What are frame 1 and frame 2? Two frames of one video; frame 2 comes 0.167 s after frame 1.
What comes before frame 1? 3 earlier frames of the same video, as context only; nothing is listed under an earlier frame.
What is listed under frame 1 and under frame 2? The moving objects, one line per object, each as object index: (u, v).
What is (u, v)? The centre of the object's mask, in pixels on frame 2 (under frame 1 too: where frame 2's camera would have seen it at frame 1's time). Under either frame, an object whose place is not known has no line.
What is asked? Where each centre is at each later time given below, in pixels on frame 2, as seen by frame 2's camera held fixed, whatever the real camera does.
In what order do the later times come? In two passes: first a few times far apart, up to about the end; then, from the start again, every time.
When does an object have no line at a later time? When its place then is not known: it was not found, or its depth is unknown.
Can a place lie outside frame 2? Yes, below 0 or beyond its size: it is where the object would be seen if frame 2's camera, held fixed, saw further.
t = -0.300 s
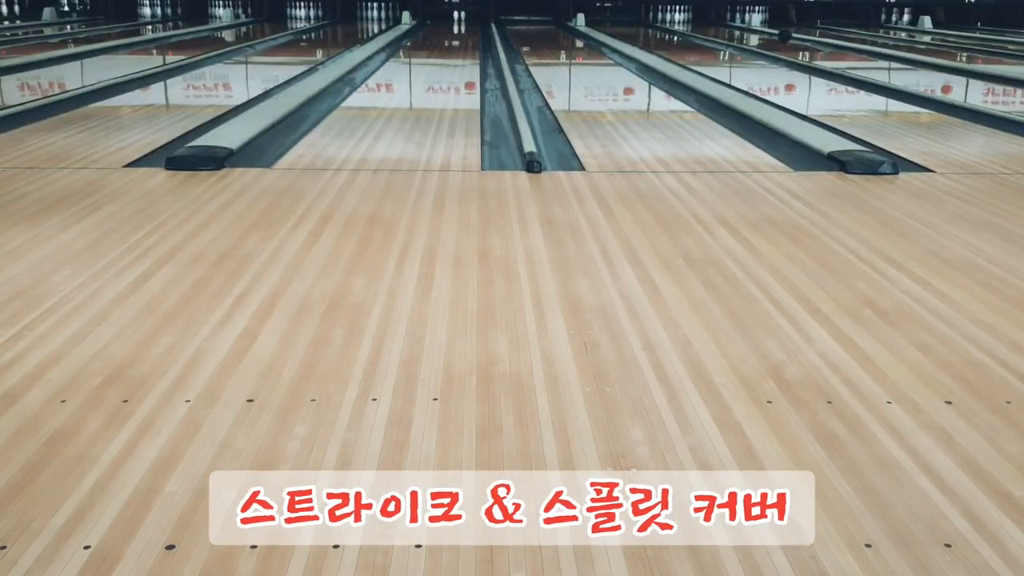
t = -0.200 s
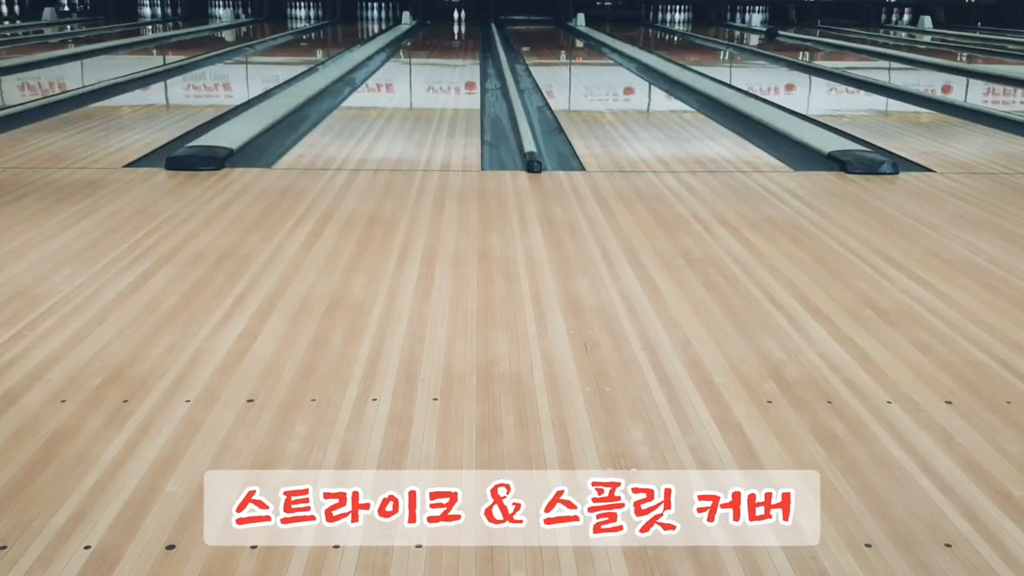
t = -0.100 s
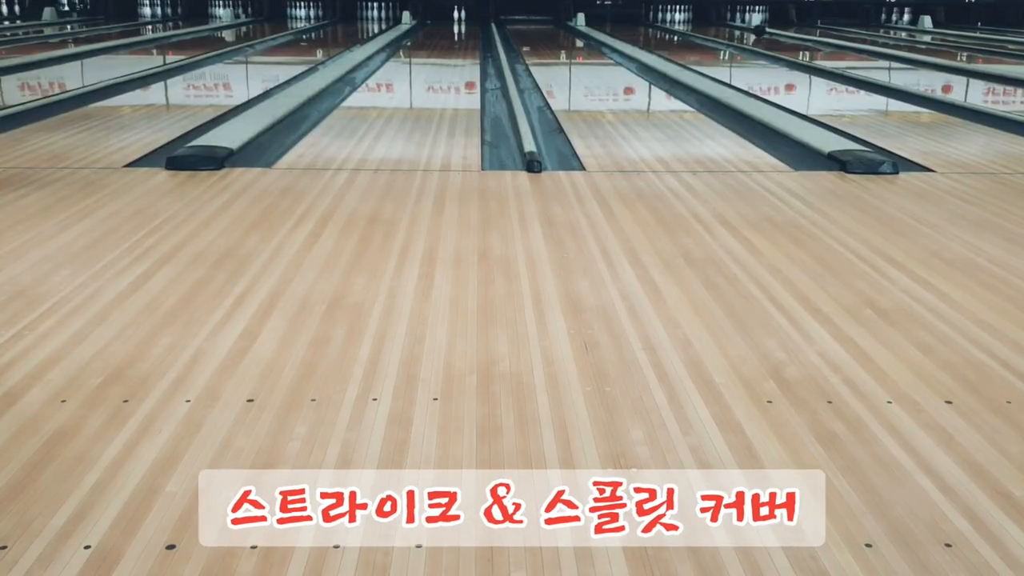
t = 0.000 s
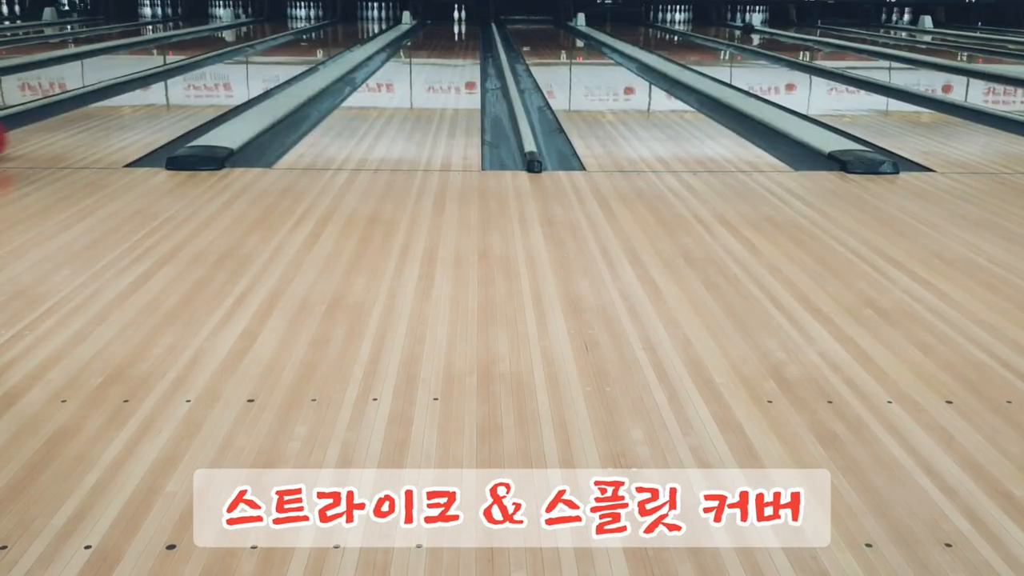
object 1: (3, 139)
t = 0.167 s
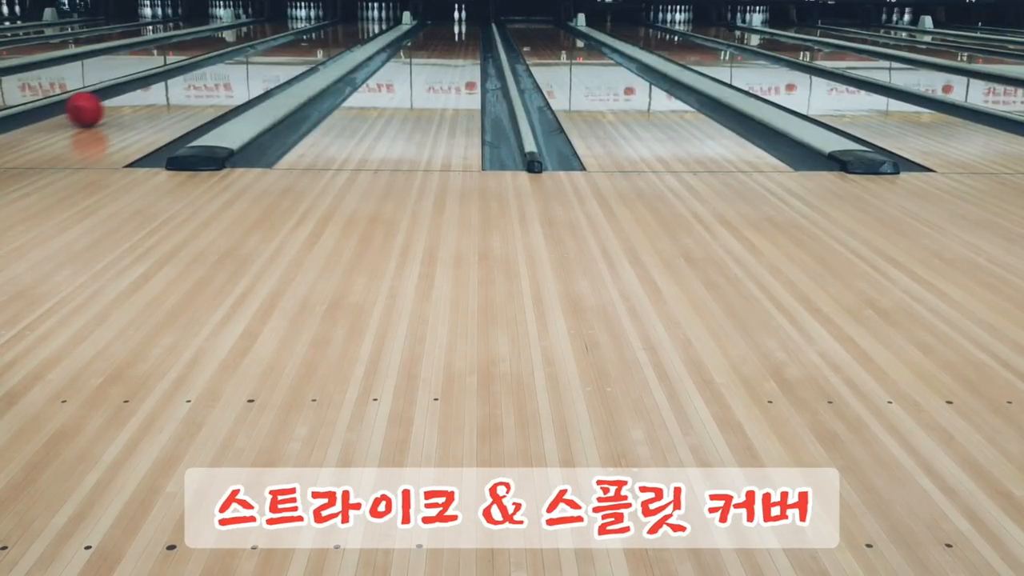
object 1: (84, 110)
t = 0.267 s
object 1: (130, 96)
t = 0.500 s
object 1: (203, 74)
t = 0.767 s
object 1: (260, 57)
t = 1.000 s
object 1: (295, 47)
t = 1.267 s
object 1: (324, 38)
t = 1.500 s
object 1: (343, 32)
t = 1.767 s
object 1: (359, 27)
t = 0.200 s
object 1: (100, 105)
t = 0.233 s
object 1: (115, 100)
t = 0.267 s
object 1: (130, 96)
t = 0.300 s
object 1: (142, 92)
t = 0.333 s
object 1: (154, 89)
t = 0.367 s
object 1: (164, 86)
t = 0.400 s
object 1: (176, 83)
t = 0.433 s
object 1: (185, 79)
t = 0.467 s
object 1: (194, 77)
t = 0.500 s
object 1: (203, 74)
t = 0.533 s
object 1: (212, 72)
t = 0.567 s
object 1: (220, 69)
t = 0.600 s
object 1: (227, 67)
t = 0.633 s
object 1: (234, 65)
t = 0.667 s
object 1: (241, 63)
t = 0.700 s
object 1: (248, 61)
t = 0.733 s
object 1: (254, 59)
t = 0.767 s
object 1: (260, 57)
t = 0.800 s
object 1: (265, 56)
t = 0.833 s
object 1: (271, 54)
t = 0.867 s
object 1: (276, 53)
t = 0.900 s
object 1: (281, 51)
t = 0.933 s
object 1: (285, 50)
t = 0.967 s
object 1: (290, 48)
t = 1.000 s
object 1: (295, 47)
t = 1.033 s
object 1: (298, 46)
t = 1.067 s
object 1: (302, 44)
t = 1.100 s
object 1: (306, 44)
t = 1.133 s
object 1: (310, 42)
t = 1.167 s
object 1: (314, 41)
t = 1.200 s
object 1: (317, 40)
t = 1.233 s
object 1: (320, 39)
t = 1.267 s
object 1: (324, 38)
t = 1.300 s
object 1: (327, 37)
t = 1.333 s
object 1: (330, 36)
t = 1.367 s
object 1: (332, 35)
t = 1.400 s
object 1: (335, 35)
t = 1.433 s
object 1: (337, 34)
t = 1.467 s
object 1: (340, 33)
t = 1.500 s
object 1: (343, 32)
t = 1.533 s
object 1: (345, 32)
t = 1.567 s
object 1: (347, 31)
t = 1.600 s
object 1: (349, 30)
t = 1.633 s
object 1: (351, 29)
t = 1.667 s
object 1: (353, 28)
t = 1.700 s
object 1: (355, 28)
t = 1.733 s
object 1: (357, 28)
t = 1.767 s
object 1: (359, 27)
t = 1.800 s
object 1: (360, 26)
